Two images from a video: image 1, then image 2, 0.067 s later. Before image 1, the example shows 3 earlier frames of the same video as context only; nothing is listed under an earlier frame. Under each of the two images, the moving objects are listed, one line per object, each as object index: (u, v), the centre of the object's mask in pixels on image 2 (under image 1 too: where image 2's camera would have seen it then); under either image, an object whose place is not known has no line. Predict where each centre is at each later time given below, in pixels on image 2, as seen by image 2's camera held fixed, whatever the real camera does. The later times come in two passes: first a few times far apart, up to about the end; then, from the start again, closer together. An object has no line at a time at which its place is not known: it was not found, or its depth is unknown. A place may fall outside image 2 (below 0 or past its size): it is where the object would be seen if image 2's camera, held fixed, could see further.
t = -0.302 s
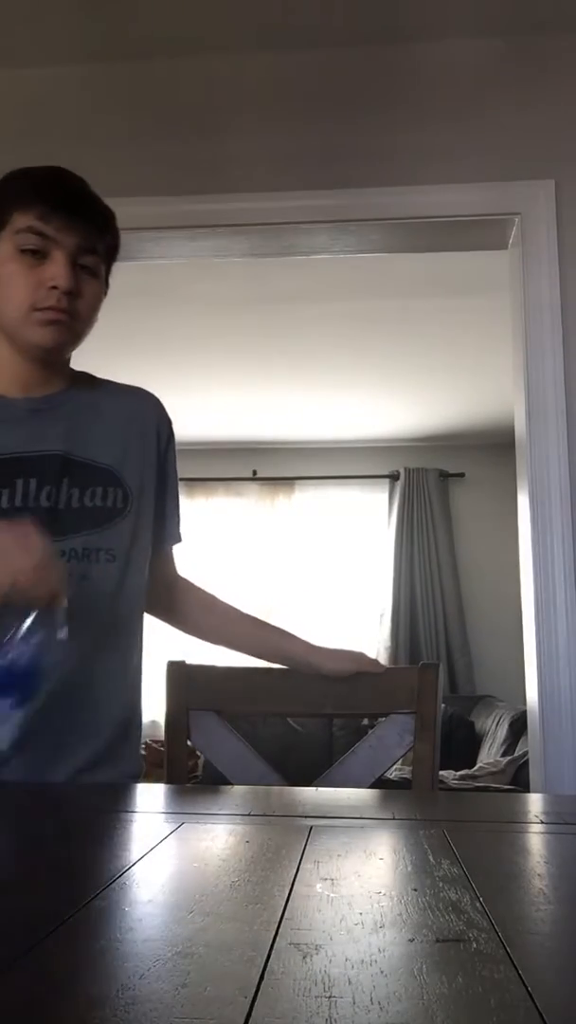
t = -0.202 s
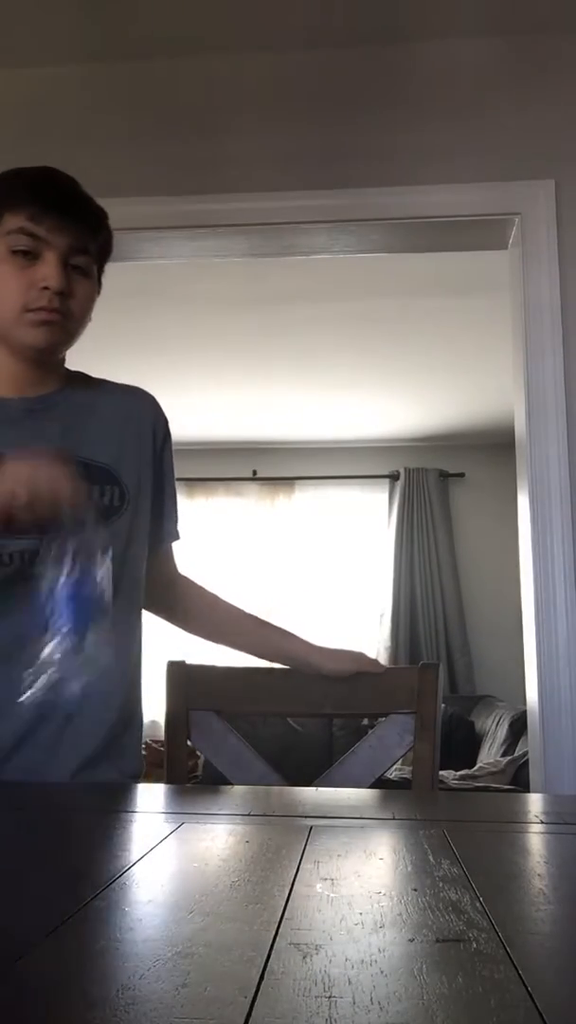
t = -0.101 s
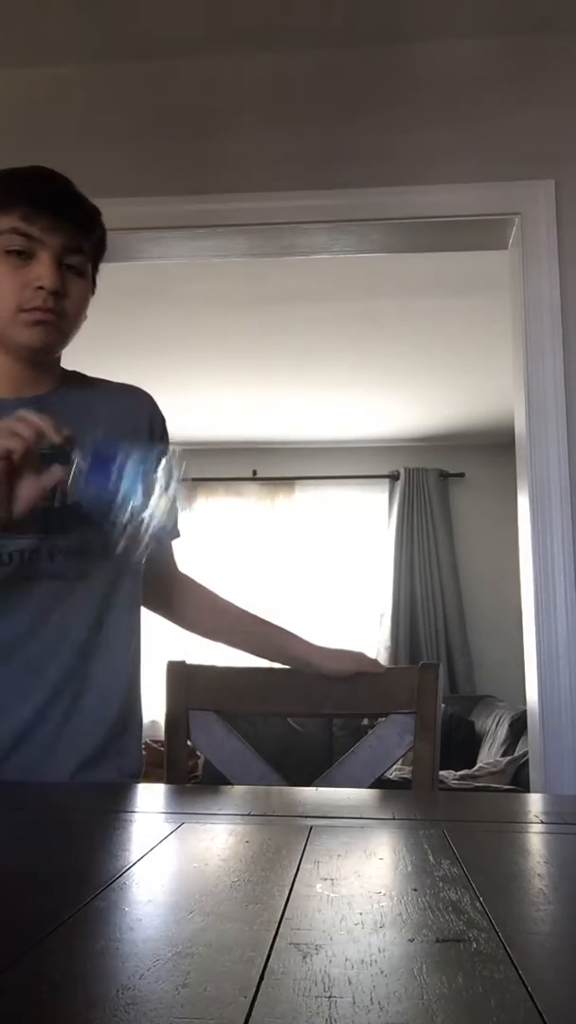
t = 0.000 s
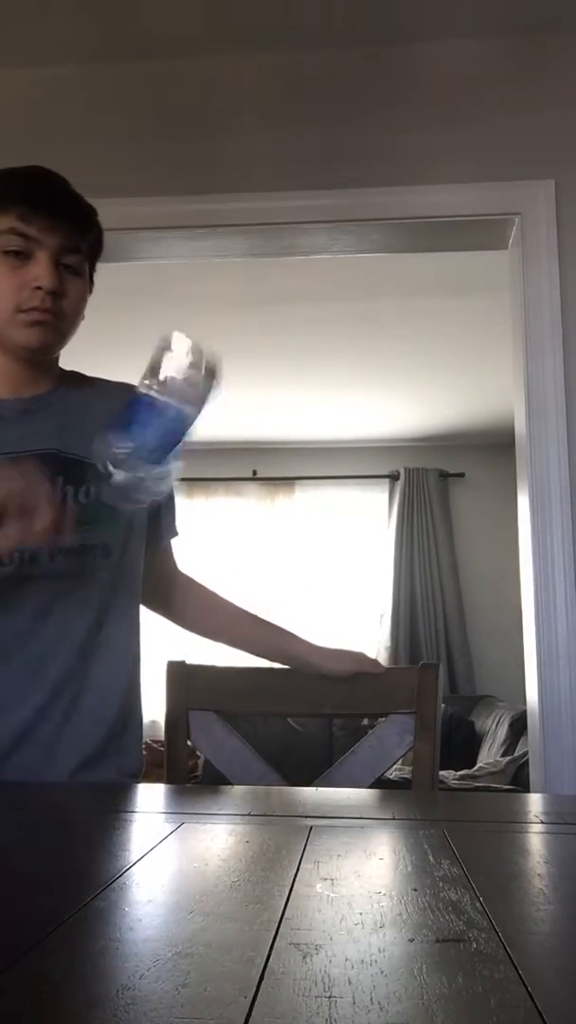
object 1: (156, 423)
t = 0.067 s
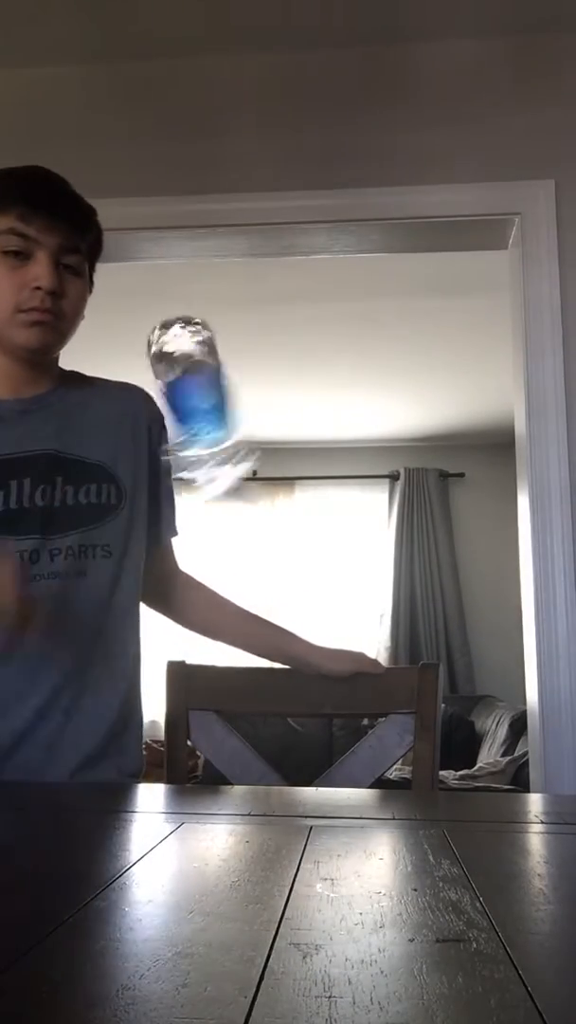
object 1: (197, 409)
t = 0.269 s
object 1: (224, 536)
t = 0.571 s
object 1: (212, 769)
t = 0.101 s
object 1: (212, 399)
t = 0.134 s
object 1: (237, 394)
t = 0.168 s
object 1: (240, 408)
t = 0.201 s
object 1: (238, 426)
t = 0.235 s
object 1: (236, 454)
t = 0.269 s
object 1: (224, 536)
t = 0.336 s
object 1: (219, 710)
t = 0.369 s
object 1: (216, 712)
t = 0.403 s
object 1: (215, 726)
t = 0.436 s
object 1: (216, 734)
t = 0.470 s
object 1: (209, 740)
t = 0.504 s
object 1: (212, 758)
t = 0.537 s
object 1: (211, 767)
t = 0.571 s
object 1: (212, 769)
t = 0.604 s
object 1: (213, 769)
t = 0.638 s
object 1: (217, 769)
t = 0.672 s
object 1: (219, 769)
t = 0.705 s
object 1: (219, 769)
